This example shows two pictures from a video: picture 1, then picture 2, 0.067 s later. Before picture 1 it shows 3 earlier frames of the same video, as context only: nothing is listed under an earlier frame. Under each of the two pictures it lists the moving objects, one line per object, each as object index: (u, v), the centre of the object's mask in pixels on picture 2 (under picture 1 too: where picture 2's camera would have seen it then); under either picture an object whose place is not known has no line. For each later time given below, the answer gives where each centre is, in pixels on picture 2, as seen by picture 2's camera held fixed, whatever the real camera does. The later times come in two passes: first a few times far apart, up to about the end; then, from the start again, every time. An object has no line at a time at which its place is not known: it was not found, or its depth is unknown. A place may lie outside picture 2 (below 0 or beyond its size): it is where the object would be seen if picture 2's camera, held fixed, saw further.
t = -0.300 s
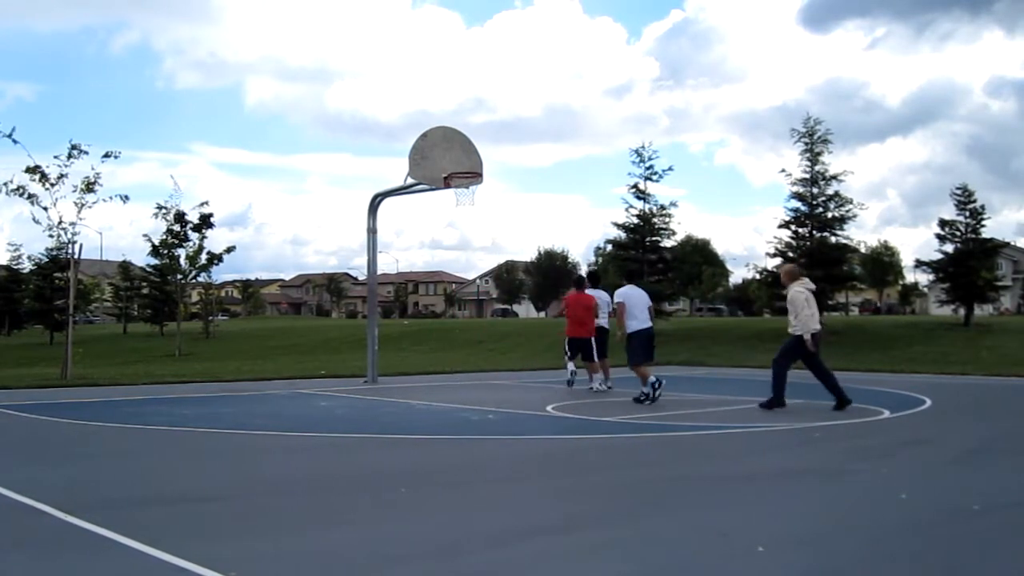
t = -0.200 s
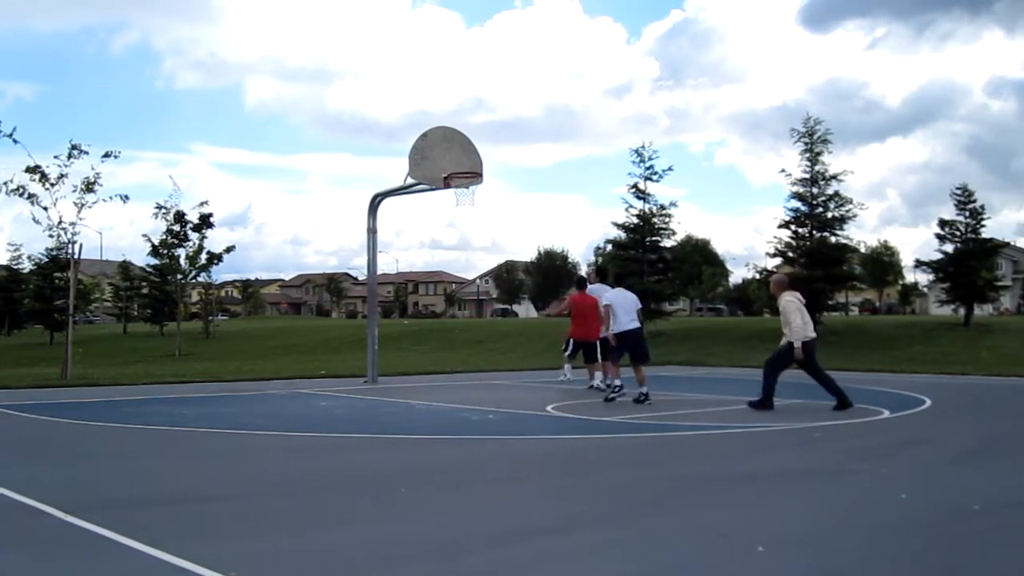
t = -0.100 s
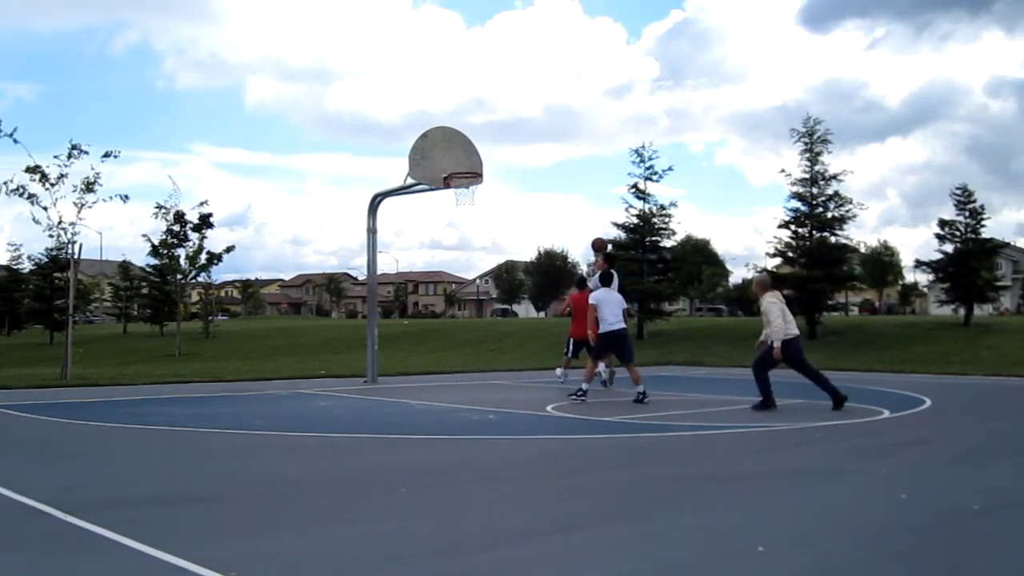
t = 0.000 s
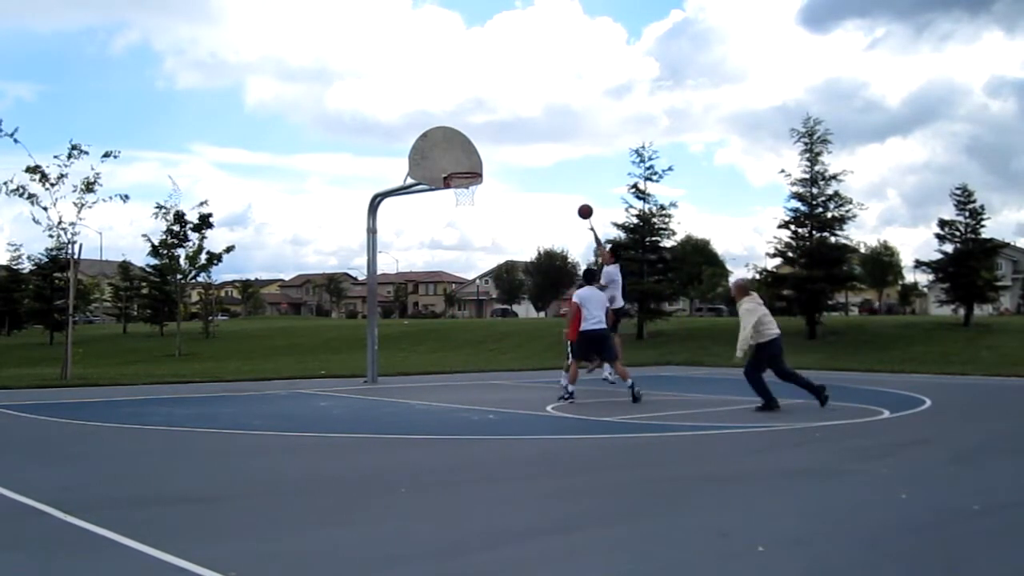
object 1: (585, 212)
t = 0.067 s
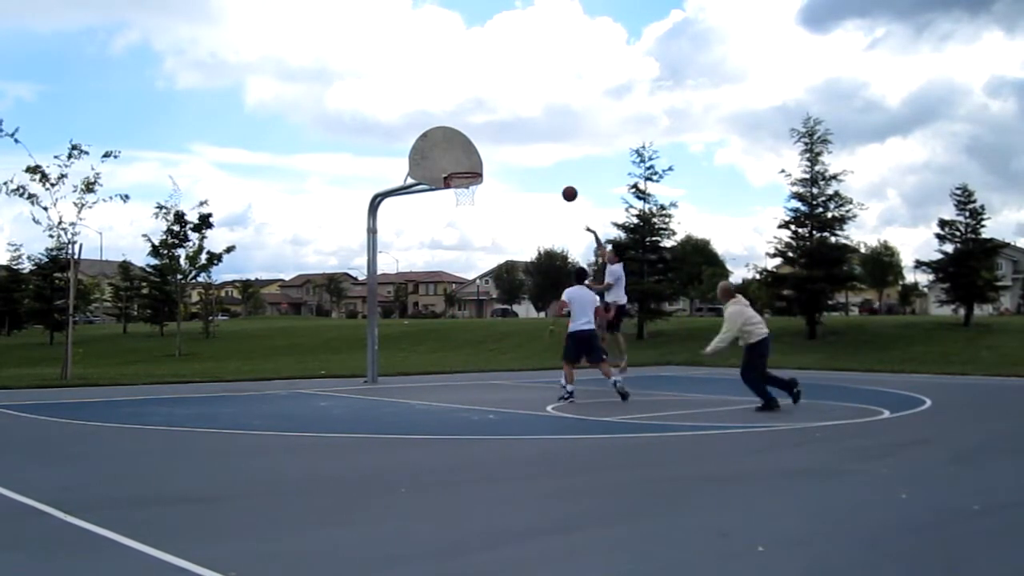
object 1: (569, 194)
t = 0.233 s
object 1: (529, 162)
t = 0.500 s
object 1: (473, 148)
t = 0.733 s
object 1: (468, 175)
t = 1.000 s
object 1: (459, 239)
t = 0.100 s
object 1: (561, 186)
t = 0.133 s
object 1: (553, 179)
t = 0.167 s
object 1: (546, 172)
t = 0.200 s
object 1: (538, 167)
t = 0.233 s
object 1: (529, 162)
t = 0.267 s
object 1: (521, 158)
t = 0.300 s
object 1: (513, 154)
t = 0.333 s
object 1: (505, 151)
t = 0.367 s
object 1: (497, 149)
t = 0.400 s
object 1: (489, 148)
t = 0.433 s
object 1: (481, 147)
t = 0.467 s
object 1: (473, 148)
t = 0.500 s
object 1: (473, 148)
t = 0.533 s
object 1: (472, 150)
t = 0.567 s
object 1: (471, 152)
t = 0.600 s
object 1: (471, 155)
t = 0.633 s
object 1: (471, 159)
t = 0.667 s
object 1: (470, 164)
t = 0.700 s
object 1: (469, 169)
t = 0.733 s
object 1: (468, 175)
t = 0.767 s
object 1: (468, 181)
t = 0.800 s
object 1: (466, 187)
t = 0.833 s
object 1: (465, 194)
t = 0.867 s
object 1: (463, 201)
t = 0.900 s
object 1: (462, 210)
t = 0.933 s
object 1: (461, 219)
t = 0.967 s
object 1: (460, 228)
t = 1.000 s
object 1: (459, 239)
